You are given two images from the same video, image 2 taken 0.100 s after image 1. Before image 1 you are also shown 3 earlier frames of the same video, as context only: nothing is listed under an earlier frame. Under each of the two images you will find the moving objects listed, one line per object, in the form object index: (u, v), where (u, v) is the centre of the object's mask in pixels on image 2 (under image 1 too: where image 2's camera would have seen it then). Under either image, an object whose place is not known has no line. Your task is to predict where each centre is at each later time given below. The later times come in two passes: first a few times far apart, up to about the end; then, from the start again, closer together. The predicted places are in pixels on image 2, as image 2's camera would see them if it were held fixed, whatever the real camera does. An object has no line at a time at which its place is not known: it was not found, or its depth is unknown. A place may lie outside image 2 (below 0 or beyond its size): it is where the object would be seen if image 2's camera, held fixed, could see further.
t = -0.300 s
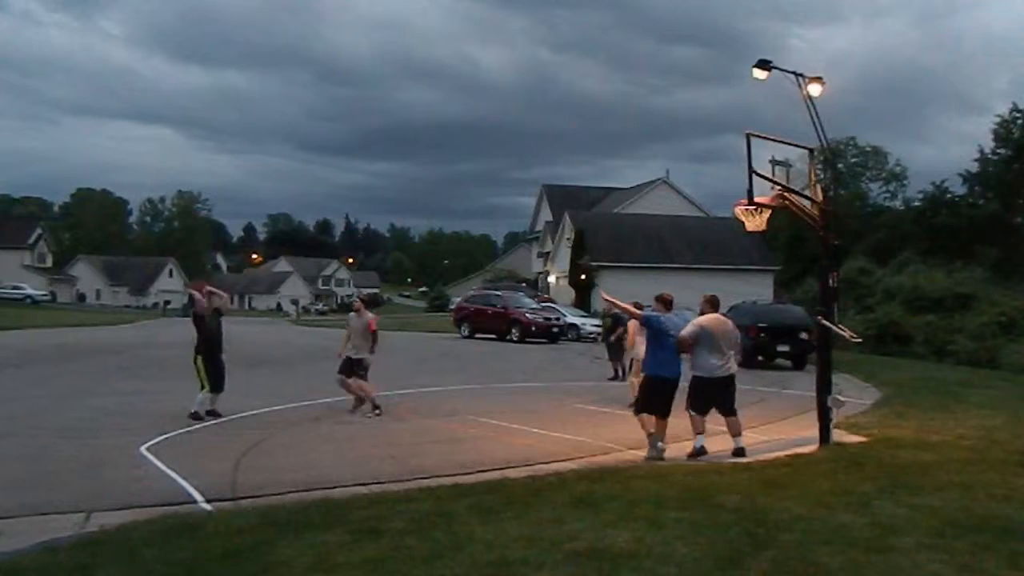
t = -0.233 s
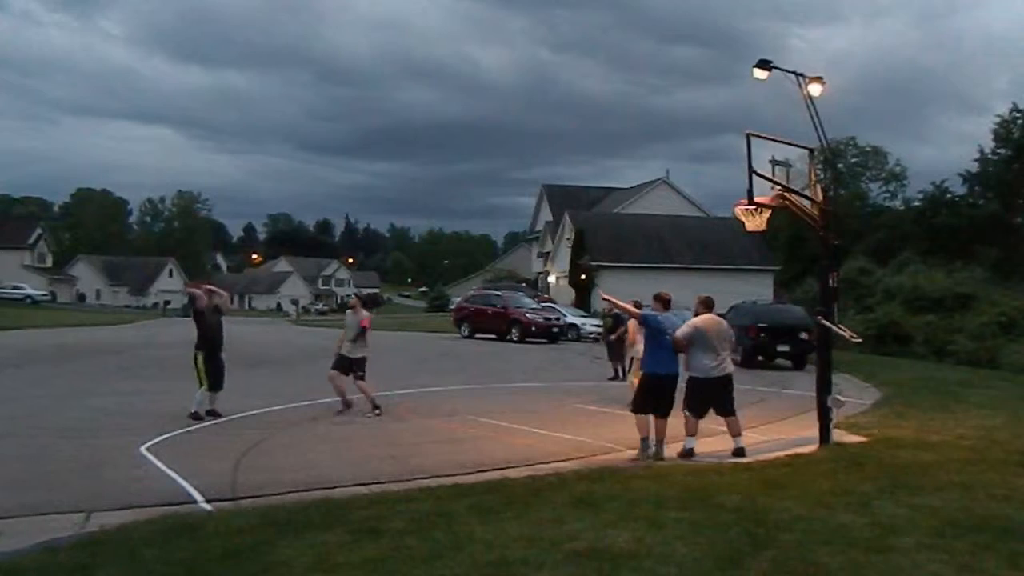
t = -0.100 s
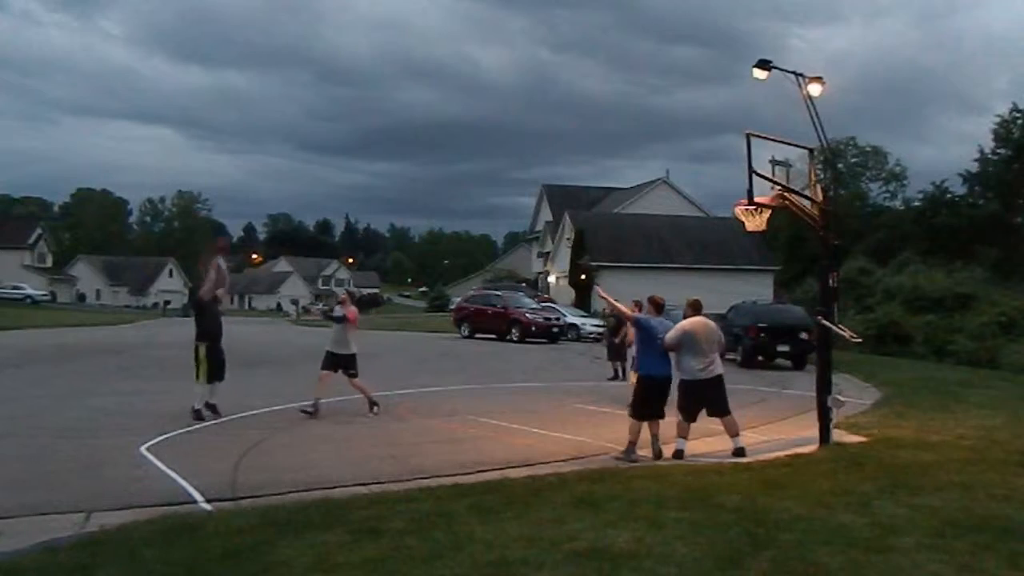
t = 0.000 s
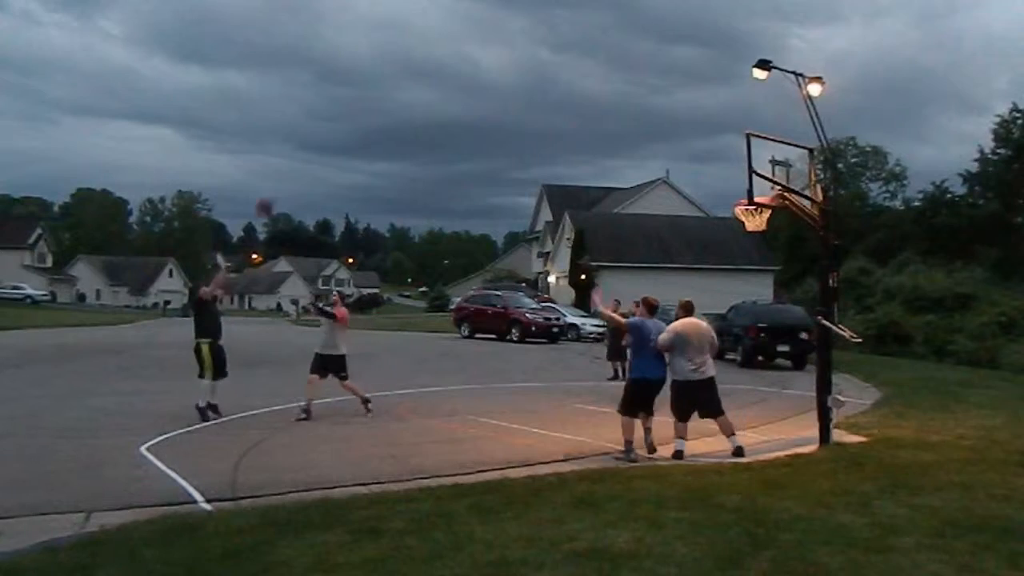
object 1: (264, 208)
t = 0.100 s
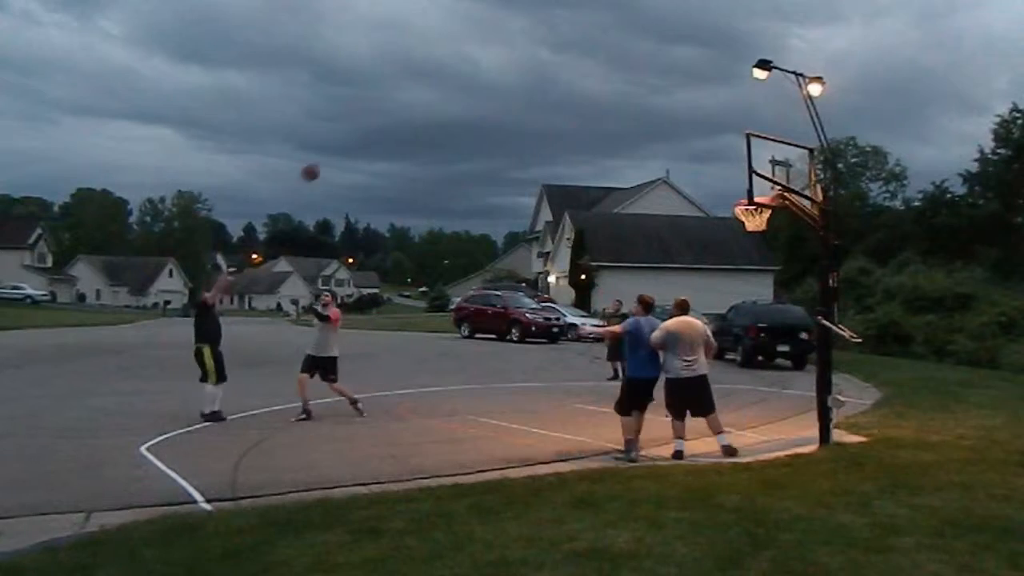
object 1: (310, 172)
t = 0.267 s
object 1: (387, 131)
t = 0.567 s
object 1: (528, 103)
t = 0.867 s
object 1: (677, 143)
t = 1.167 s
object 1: (742, 223)
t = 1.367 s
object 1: (726, 233)
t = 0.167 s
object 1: (340, 153)
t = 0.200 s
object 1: (356, 145)
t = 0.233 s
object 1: (371, 138)
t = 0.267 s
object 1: (387, 131)
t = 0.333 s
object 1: (418, 118)
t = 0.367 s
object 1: (434, 114)
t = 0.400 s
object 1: (449, 110)
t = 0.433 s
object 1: (465, 107)
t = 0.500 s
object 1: (496, 104)
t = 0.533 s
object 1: (512, 103)
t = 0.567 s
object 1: (528, 103)
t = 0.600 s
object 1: (544, 104)
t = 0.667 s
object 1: (577, 109)
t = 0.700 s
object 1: (592, 112)
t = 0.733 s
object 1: (609, 117)
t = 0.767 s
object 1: (626, 123)
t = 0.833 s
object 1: (660, 135)
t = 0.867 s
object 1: (677, 143)
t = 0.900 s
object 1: (693, 152)
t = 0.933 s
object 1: (709, 161)
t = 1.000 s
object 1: (740, 182)
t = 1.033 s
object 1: (762, 194)
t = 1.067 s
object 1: (764, 200)
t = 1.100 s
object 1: (752, 222)
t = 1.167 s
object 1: (742, 223)
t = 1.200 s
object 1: (740, 223)
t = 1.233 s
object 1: (737, 224)
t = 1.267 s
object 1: (735, 224)
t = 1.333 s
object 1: (729, 228)
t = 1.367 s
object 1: (726, 233)
